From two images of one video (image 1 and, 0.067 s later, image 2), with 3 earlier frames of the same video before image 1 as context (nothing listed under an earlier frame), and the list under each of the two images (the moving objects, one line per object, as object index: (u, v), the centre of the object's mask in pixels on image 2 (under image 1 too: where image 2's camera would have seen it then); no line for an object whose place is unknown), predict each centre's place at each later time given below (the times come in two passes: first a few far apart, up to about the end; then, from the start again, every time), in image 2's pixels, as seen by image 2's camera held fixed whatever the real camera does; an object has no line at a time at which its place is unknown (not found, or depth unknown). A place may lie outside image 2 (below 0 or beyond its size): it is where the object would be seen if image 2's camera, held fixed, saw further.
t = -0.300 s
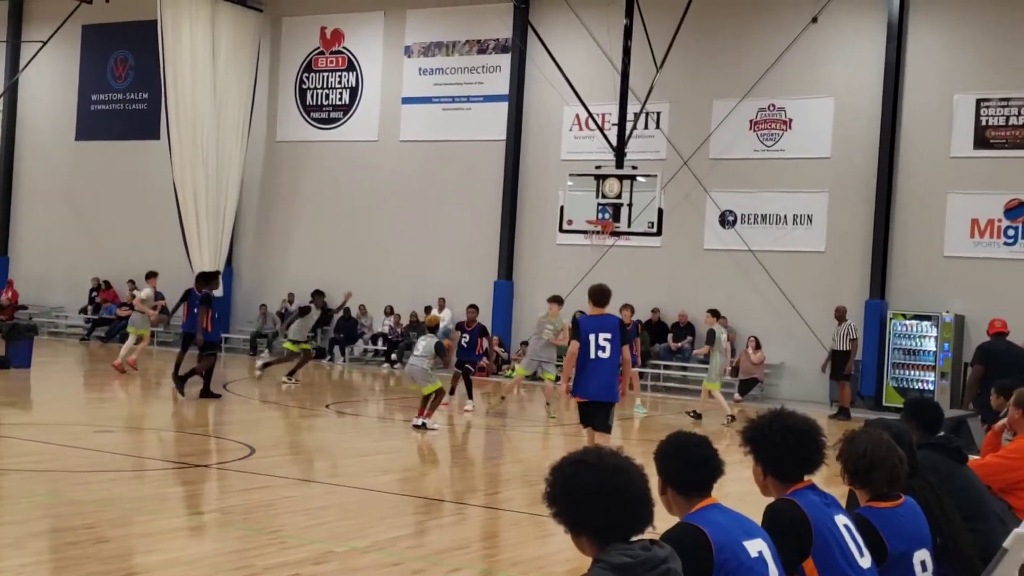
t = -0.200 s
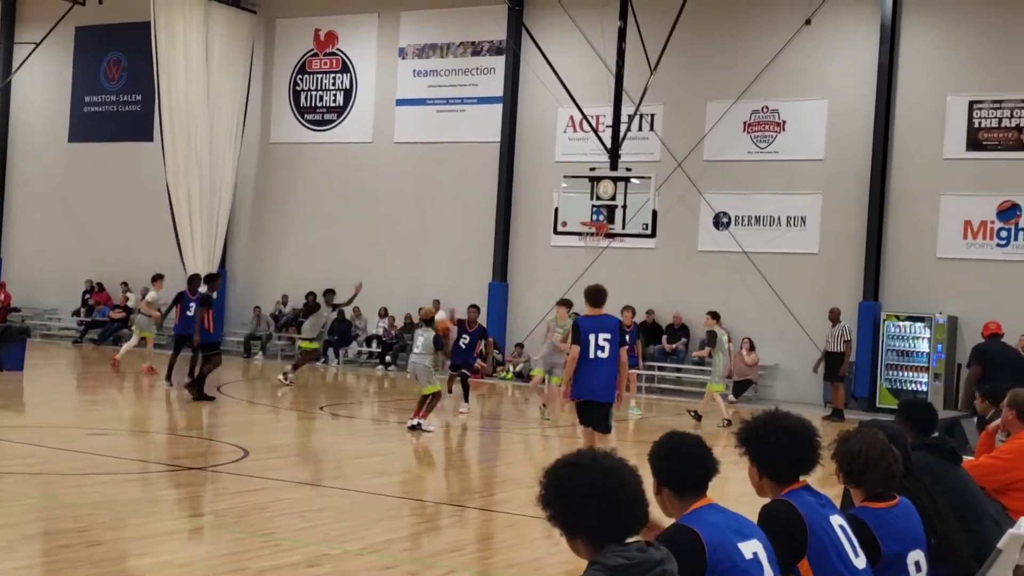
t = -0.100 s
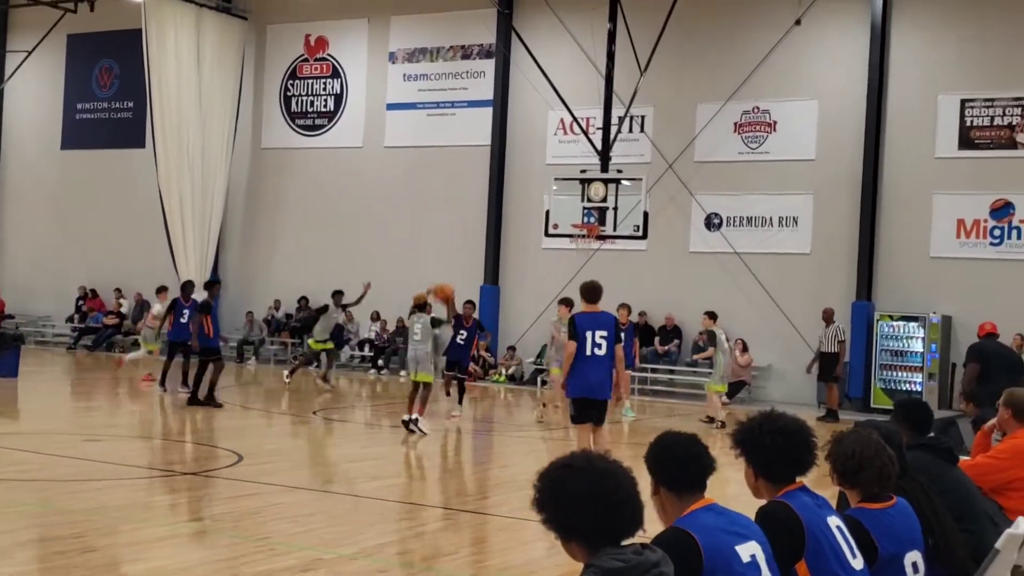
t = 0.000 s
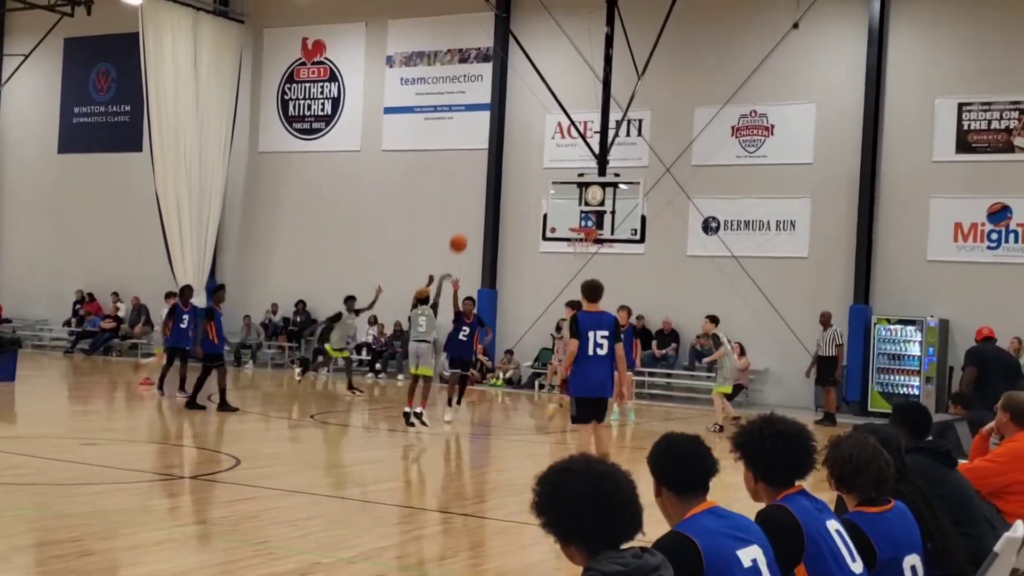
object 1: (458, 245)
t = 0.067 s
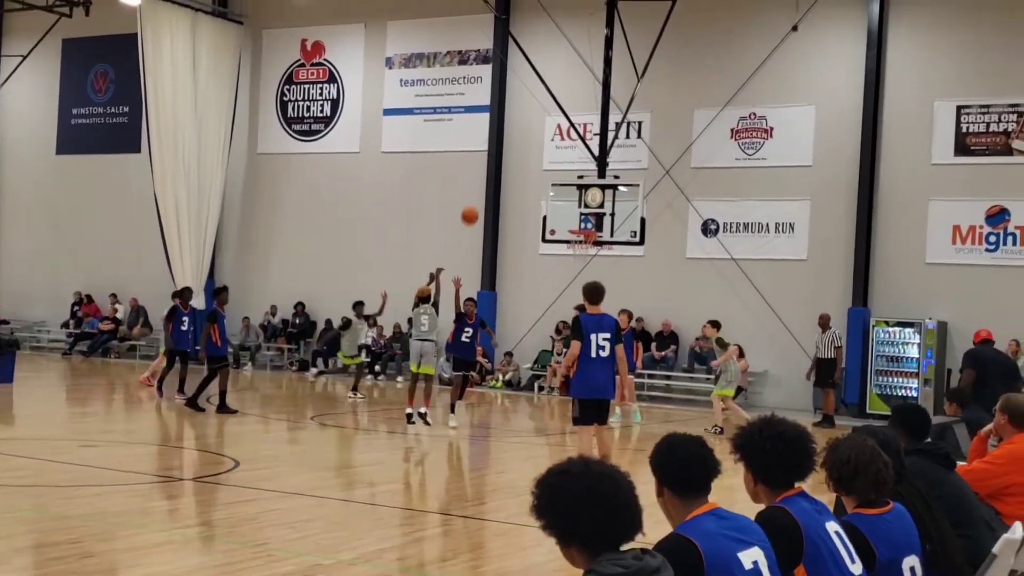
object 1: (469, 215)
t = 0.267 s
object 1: (501, 153)
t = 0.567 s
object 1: (541, 117)
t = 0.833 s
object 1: (566, 134)
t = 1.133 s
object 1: (591, 200)
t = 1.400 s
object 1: (567, 221)
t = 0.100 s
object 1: (475, 203)
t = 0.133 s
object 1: (481, 190)
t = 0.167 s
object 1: (486, 179)
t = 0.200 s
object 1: (491, 169)
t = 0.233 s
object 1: (496, 160)
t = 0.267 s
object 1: (501, 153)
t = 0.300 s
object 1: (506, 145)
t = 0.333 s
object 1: (511, 138)
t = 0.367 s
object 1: (516, 132)
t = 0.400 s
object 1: (520, 127)
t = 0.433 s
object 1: (524, 123)
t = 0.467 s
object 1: (528, 120)
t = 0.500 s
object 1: (532, 118)
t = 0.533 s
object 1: (537, 117)
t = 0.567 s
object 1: (541, 117)
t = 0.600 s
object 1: (545, 117)
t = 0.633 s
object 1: (548, 117)
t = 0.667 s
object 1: (551, 118)
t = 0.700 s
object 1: (554, 120)
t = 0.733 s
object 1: (557, 123)
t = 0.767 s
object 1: (560, 126)
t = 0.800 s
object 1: (563, 130)
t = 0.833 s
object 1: (566, 134)
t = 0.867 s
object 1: (569, 139)
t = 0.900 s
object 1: (573, 146)
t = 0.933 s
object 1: (576, 152)
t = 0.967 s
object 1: (579, 158)
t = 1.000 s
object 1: (582, 166)
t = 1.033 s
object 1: (585, 174)
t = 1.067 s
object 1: (587, 182)
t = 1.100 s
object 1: (588, 191)
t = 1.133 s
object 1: (591, 200)
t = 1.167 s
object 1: (593, 212)
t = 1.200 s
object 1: (595, 220)
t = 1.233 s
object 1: (592, 224)
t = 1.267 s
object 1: (588, 225)
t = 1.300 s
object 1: (582, 222)
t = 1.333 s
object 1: (577, 221)
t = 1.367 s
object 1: (572, 221)
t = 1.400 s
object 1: (567, 221)
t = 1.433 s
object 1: (561, 222)
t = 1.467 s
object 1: (556, 224)
